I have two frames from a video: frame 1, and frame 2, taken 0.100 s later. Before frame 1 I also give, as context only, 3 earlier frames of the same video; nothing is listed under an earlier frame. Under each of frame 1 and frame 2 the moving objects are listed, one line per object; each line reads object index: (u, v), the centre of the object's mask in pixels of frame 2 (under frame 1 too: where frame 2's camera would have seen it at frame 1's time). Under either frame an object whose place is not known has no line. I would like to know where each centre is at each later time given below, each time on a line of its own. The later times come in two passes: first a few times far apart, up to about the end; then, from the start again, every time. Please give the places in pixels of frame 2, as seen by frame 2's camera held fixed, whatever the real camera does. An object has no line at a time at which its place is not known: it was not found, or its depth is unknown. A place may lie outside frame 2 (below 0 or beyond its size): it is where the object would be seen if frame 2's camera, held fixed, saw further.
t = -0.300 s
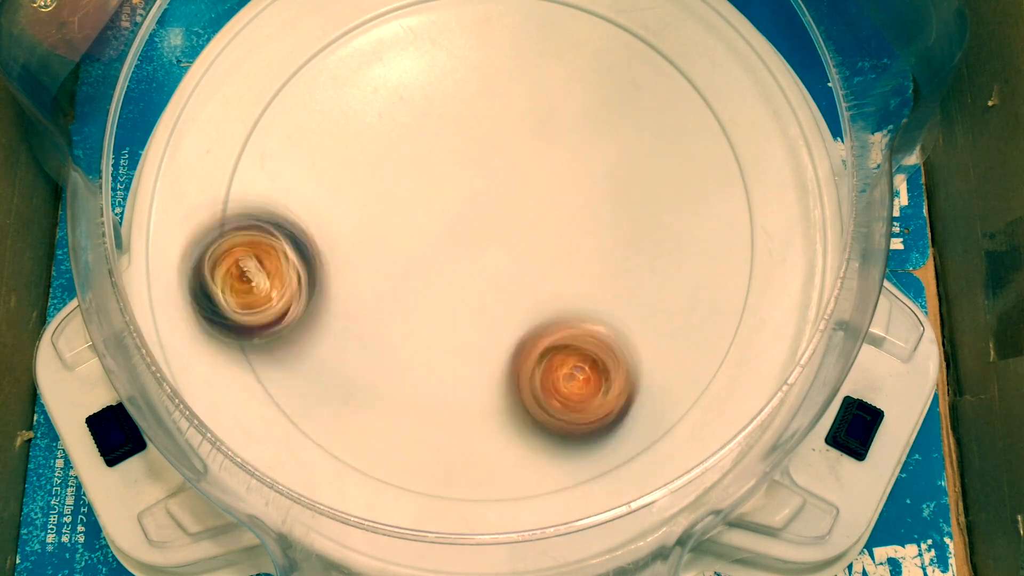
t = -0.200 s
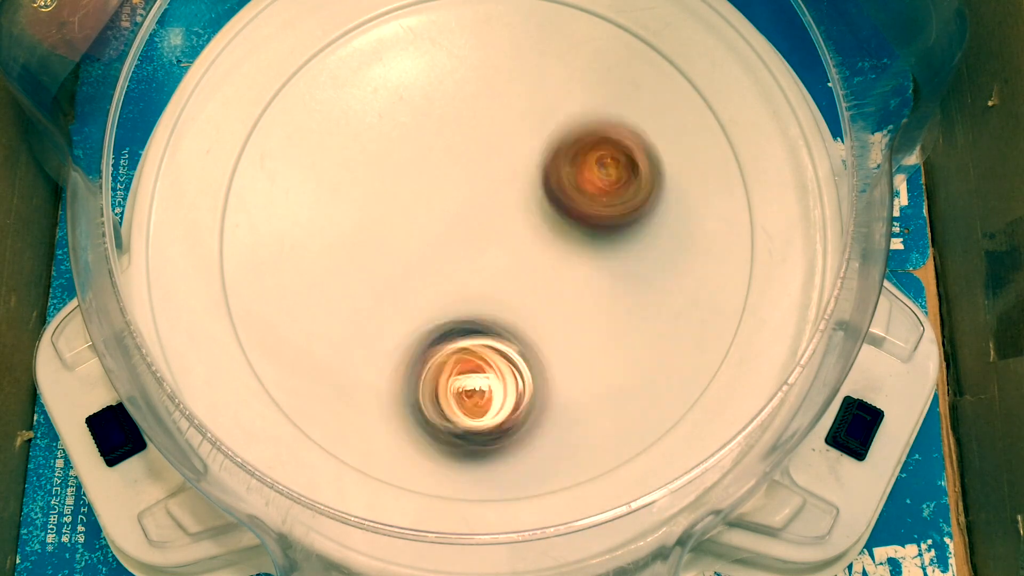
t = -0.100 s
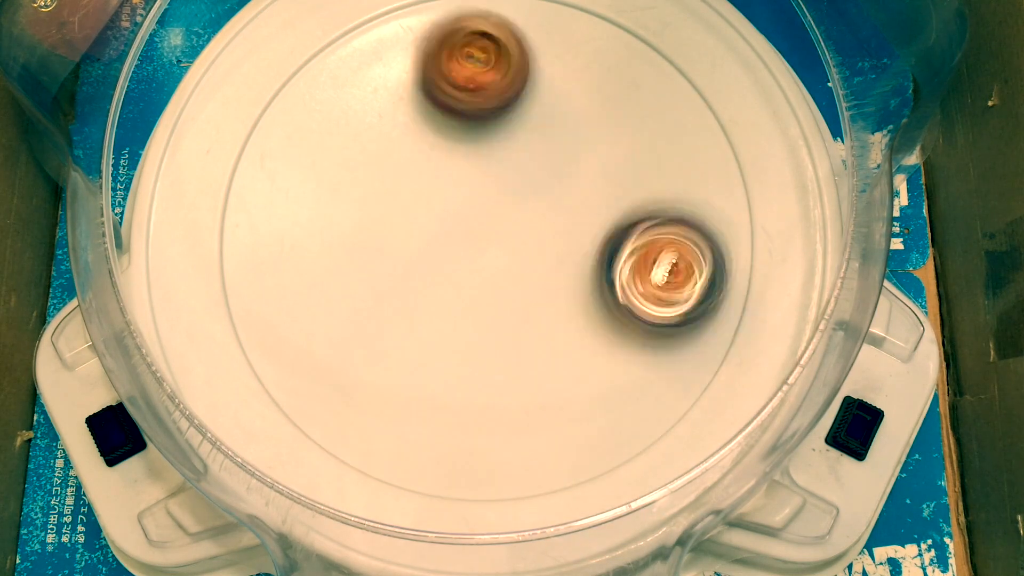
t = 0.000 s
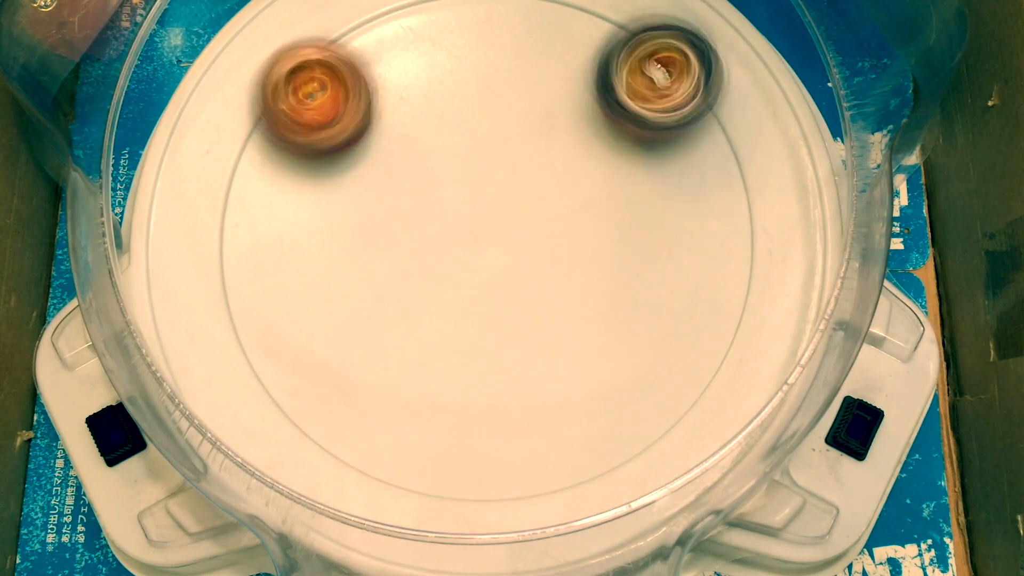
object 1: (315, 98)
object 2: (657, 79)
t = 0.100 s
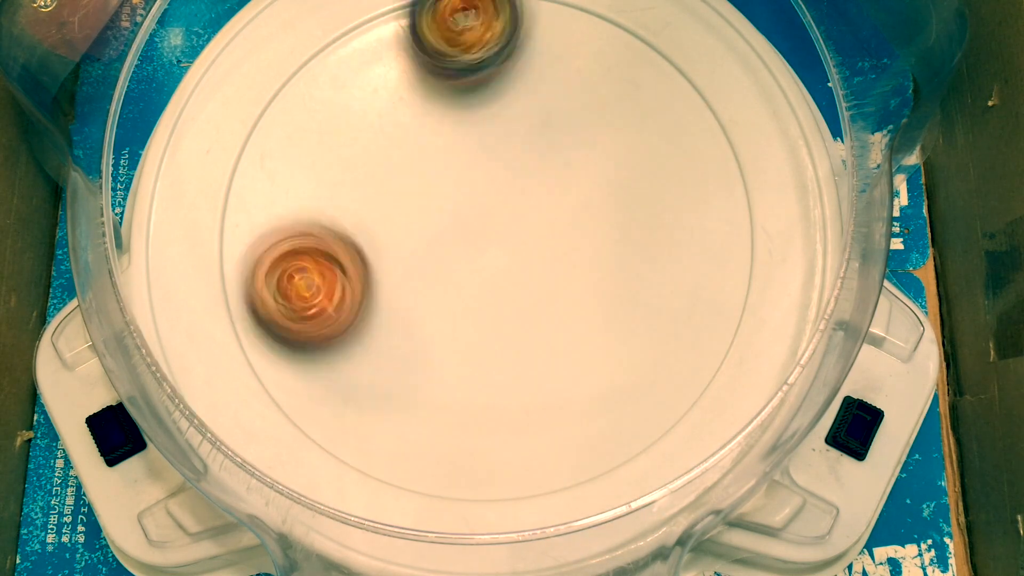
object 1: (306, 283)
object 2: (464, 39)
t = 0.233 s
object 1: (578, 330)
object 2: (315, 264)
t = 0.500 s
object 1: (459, 72)
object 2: (664, 242)
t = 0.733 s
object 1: (466, 413)
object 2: (283, 127)
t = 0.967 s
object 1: (546, 125)
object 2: (564, 338)
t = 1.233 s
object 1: (328, 317)
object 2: (439, 53)
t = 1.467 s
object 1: (628, 155)
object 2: (461, 423)
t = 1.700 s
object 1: (359, 195)
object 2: (568, 128)
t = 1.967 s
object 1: (631, 306)
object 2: (309, 313)
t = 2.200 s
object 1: (366, 130)
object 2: (657, 192)
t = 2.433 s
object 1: (485, 343)
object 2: (366, 160)
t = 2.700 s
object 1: (504, 69)
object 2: (600, 356)
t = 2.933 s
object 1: (431, 349)
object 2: (422, 75)
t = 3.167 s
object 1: (592, 191)
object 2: (431, 339)
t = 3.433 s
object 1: (318, 253)
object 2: (590, 102)
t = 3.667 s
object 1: (595, 223)
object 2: (330, 301)
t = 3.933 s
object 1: (390, 198)
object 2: (588, 201)
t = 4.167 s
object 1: (573, 334)
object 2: (346, 136)
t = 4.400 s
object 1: (426, 131)
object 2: (575, 344)
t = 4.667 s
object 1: (494, 308)
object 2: (444, 130)
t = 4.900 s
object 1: (541, 113)
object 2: (404, 350)
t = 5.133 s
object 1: (396, 292)
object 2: (593, 150)
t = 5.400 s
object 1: (517, 348)
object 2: (454, 88)
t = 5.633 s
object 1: (557, 220)
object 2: (382, 236)
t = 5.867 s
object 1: (461, 130)
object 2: (459, 367)
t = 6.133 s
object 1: (354, 197)
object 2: (595, 291)
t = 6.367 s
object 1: (448, 293)
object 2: (524, 152)
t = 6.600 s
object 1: (576, 258)
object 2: (387, 120)
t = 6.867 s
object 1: (561, 151)
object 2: (352, 261)
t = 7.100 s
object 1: (433, 181)
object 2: (506, 309)
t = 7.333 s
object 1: (393, 293)
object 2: (627, 232)
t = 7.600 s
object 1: (498, 323)
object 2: (526, 127)
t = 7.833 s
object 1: (536, 205)
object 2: (393, 201)
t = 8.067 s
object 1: (465, 126)
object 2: (364, 327)
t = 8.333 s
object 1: (393, 202)
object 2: (520, 311)
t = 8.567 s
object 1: (372, 258)
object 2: (622, 200)
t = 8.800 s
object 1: (371, 274)
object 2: (625, 111)
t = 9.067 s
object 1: (422, 260)
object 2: (502, 149)
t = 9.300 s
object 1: (330, 318)
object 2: (534, 185)
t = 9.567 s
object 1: (382, 268)
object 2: (540, 229)
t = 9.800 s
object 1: (449, 127)
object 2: (562, 301)
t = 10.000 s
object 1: (457, 88)
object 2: (529, 324)
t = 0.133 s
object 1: (368, 334)
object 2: (399, 64)
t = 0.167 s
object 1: (442, 354)
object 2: (349, 122)
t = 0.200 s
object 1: (517, 353)
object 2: (321, 190)
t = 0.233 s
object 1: (578, 330)
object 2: (315, 264)
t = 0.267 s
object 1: (624, 293)
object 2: (334, 336)
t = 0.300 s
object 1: (654, 248)
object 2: (374, 395)
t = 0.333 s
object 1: (664, 198)
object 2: (435, 436)
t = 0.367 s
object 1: (657, 148)
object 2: (509, 448)
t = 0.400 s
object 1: (632, 101)
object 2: (585, 427)
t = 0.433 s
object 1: (587, 67)
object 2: (640, 380)
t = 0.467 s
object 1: (525, 55)
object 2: (667, 313)
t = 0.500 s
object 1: (459, 72)
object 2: (664, 242)
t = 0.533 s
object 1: (402, 114)
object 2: (636, 177)
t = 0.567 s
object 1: (360, 176)
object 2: (587, 127)
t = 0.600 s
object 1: (341, 241)
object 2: (531, 93)
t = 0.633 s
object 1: (347, 303)
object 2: (468, 70)
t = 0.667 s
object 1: (372, 352)
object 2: (403, 71)
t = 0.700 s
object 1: (414, 390)
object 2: (338, 89)
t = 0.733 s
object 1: (466, 413)
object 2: (283, 127)
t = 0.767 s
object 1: (525, 415)
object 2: (249, 185)
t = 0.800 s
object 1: (580, 391)
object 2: (249, 254)
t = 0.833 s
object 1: (622, 343)
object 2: (285, 316)
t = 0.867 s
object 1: (639, 283)
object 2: (348, 360)
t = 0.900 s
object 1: (628, 220)
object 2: (424, 377)
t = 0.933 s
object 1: (594, 165)
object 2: (498, 371)
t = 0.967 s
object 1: (546, 125)
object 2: (564, 338)
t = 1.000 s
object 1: (491, 99)
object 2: (616, 293)
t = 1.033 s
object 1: (435, 91)
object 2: (648, 241)
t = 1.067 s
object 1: (385, 99)
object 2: (661, 183)
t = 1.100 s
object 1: (339, 121)
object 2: (652, 121)
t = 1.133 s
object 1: (303, 156)
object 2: (620, 72)
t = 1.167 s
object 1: (282, 206)
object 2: (569, 41)
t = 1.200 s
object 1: (289, 265)
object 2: (505, 41)
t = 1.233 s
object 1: (328, 317)
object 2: (439, 53)
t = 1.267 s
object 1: (391, 348)
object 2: (387, 94)
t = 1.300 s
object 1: (461, 353)
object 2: (350, 152)
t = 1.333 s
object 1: (526, 334)
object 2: (332, 216)
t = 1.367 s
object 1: (578, 298)
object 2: (336, 281)
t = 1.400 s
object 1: (614, 252)
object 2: (361, 343)
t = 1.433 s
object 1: (631, 203)
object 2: (405, 393)
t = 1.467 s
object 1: (628, 155)
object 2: (461, 423)
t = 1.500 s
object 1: (609, 113)
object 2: (528, 429)
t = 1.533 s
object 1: (577, 79)
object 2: (594, 401)
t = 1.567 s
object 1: (531, 58)
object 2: (637, 349)
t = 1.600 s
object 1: (475, 59)
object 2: (653, 290)
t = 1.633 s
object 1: (423, 87)
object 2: (644, 227)
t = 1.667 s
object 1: (382, 135)
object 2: (614, 170)
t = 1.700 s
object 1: (359, 195)
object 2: (568, 128)
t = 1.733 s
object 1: (357, 256)
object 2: (514, 97)
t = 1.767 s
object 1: (377, 311)
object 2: (458, 81)
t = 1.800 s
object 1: (412, 354)
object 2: (398, 83)
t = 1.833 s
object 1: (456, 381)
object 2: (339, 101)
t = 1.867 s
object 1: (507, 390)
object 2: (293, 140)
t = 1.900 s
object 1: (556, 380)
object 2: (266, 190)
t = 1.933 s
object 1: (600, 352)
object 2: (271, 257)
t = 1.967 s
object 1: (631, 306)
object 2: (309, 313)
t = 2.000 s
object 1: (635, 249)
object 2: (367, 348)
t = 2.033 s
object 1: (612, 194)
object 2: (434, 363)
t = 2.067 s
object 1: (572, 152)
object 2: (500, 355)
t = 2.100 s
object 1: (521, 123)
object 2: (558, 329)
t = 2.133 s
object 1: (467, 111)
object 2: (609, 291)
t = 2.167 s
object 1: (413, 114)
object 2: (643, 244)
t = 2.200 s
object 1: (366, 130)
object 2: (657, 192)
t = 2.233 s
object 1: (329, 160)
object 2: (650, 136)
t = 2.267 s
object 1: (305, 199)
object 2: (621, 89)
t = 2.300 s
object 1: (298, 248)
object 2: (571, 58)
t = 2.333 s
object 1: (318, 296)
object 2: (513, 56)
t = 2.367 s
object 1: (364, 334)
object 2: (454, 71)
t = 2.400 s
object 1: (425, 348)
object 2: (401, 111)
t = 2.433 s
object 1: (485, 343)
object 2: (366, 160)
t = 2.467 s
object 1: (540, 316)
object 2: (344, 214)
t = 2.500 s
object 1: (580, 275)
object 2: (342, 275)
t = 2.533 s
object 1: (603, 231)
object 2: (354, 327)
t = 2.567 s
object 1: (612, 186)
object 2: (386, 377)
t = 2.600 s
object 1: (604, 143)
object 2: (436, 410)
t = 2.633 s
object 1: (584, 108)
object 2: (497, 421)
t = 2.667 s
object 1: (551, 80)
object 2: (558, 398)
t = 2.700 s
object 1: (504, 69)
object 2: (600, 356)
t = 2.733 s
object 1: (456, 79)
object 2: (620, 297)
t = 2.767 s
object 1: (413, 109)
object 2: (619, 241)
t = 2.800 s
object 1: (381, 159)
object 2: (600, 186)
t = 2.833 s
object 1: (368, 216)
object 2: (567, 142)
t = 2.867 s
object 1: (374, 265)
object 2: (523, 105)
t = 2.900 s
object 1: (397, 313)
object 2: (476, 83)
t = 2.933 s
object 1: (431, 349)
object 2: (422, 75)
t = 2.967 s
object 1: (469, 368)
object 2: (370, 83)
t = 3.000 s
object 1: (516, 374)
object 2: (322, 115)
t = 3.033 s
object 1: (561, 361)
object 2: (296, 164)
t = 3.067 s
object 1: (599, 331)
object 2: (296, 220)
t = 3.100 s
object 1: (619, 285)
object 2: (325, 275)
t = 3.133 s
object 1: (615, 236)
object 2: (374, 315)
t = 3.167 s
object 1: (592, 191)
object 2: (431, 339)
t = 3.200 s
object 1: (553, 156)
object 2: (489, 344)
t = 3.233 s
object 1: (509, 132)
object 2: (547, 334)
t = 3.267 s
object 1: (459, 123)
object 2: (595, 312)
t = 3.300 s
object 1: (415, 126)
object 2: (637, 276)
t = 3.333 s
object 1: (372, 141)
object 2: (660, 230)
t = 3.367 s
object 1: (340, 168)
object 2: (657, 178)
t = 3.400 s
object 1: (317, 208)
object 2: (633, 134)
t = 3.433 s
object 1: (318, 253)
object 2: (590, 102)
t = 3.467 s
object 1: (342, 294)
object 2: (533, 90)
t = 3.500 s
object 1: (389, 323)
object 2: (477, 98)
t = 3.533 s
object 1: (442, 330)
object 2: (425, 123)
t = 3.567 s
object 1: (498, 321)
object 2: (384, 158)
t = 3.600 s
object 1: (540, 295)
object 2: (350, 203)
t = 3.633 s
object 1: (576, 261)
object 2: (333, 249)
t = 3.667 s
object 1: (595, 223)
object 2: (330, 301)
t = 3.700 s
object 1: (602, 183)
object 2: (348, 348)
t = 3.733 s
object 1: (593, 146)
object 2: (390, 387)
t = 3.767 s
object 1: (570, 112)
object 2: (447, 398)
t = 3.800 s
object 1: (535, 92)
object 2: (502, 385)
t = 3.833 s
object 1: (487, 90)
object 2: (549, 349)
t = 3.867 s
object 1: (444, 112)
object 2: (576, 300)
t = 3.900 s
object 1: (408, 150)
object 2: (588, 249)
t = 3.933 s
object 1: (390, 198)
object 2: (588, 201)
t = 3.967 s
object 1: (385, 246)
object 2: (573, 152)
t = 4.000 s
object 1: (399, 289)
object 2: (548, 112)
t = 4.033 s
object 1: (420, 328)
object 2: (514, 81)
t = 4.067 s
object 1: (453, 352)
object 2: (467, 62)
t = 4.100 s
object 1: (494, 365)
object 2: (420, 64)
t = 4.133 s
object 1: (534, 358)
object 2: (375, 92)
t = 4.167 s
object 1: (573, 334)
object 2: (346, 136)
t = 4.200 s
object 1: (593, 295)
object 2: (340, 193)
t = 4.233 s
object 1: (594, 247)
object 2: (355, 244)
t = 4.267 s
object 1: (578, 206)
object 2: (387, 287)
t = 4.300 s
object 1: (548, 172)
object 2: (429, 322)
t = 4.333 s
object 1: (508, 145)
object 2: (473, 345)
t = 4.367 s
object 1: (467, 132)
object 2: (524, 352)
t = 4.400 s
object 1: (426, 131)
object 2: (575, 344)
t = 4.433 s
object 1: (386, 141)
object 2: (618, 324)
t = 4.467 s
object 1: (354, 165)
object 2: (646, 280)
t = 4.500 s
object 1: (333, 197)
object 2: (650, 234)
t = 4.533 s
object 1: (333, 235)
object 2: (629, 191)
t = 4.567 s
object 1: (357, 276)
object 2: (590, 156)
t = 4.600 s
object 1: (396, 303)
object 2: (542, 134)
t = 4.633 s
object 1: (446, 313)
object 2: (493, 127)
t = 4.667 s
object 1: (494, 308)
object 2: (444, 130)
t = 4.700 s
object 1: (535, 291)
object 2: (396, 146)
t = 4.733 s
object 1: (567, 262)
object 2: (356, 169)
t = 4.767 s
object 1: (591, 230)
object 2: (323, 206)
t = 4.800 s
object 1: (600, 197)
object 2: (308, 249)
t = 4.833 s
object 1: (592, 162)
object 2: (316, 293)
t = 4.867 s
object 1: (574, 131)
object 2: (355, 332)
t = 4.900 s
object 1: (541, 113)
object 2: (404, 350)
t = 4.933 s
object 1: (501, 111)
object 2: (458, 344)
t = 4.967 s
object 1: (459, 127)
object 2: (506, 323)
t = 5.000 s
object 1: (426, 154)
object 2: (545, 292)
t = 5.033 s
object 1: (402, 194)
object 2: (573, 255)
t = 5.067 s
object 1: (390, 235)
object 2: (589, 214)
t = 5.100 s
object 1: (391, 273)
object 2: (596, 169)
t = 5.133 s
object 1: (396, 292)
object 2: (593, 150)
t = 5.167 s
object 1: (406, 310)
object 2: (586, 128)
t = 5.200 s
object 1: (413, 325)
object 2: (574, 109)
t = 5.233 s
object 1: (427, 339)
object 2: (563, 92)
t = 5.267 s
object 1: (443, 348)
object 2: (545, 81)
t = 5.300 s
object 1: (459, 356)
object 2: (523, 73)
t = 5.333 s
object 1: (481, 357)
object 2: (499, 70)
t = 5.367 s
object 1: (499, 353)
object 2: (475, 76)
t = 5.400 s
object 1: (517, 348)
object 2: (454, 88)
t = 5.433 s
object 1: (535, 336)
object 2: (432, 102)
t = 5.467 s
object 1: (546, 320)
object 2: (415, 122)
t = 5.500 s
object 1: (559, 302)
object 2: (404, 143)
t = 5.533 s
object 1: (565, 282)
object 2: (392, 166)
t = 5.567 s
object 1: (566, 264)
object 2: (386, 188)
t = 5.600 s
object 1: (564, 241)
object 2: (383, 210)
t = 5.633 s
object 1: (557, 220)
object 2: (382, 236)
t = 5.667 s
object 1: (551, 201)
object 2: (385, 258)
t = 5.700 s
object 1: (539, 184)
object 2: (390, 279)
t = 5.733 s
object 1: (525, 170)
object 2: (398, 300)
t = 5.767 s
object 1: (511, 155)
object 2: (410, 322)
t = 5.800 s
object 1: (494, 144)
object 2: (421, 341)
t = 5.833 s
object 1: (479, 137)
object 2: (440, 358)
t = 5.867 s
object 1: (461, 130)
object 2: (459, 367)
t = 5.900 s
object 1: (443, 129)
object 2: (480, 379)
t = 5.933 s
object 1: (426, 127)
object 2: (503, 381)
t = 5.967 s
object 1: (408, 131)
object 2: (526, 375)
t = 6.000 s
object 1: (393, 140)
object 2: (549, 368)
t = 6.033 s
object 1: (378, 148)
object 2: (570, 352)
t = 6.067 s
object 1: (366, 163)
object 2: (585, 336)
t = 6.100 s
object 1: (359, 176)
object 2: (594, 312)
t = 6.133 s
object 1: (354, 197)
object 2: (595, 291)
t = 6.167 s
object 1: (356, 218)
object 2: (597, 263)
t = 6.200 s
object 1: (362, 234)
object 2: (592, 237)
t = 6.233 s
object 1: (375, 251)
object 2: (585, 222)
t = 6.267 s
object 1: (392, 266)
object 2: (573, 202)
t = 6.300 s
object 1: (409, 280)
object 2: (557, 186)
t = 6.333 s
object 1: (429, 290)
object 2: (542, 168)
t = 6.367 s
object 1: (448, 293)
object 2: (524, 152)
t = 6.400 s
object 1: (472, 298)
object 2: (510, 142)
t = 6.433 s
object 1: (493, 296)
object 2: (489, 132)
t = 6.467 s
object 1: (512, 294)
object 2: (470, 126)
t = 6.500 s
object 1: (532, 289)
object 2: (449, 119)
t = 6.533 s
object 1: (547, 281)
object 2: (427, 117)
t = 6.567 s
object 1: (565, 271)
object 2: (409, 115)
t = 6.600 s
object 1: (576, 258)
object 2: (387, 120)
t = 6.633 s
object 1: (589, 246)
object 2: (369, 128)
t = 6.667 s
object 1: (597, 231)
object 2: (349, 138)
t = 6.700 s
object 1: (599, 218)
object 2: (335, 155)
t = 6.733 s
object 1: (599, 201)
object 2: (327, 173)
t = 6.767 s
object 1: (593, 185)
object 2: (323, 197)
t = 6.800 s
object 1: (587, 171)
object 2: (327, 219)
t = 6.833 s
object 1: (575, 158)
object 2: (337, 242)
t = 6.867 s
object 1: (561, 151)
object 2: (352, 261)
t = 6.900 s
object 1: (542, 144)
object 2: (371, 276)
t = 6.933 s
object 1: (522, 143)
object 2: (390, 290)
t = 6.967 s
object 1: (503, 143)
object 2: (413, 299)
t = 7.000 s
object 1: (482, 148)
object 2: (436, 306)
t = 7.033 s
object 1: (466, 156)
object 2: (463, 310)
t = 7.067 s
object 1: (447, 168)
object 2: (485, 310)
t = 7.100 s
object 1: (433, 181)
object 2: (506, 309)
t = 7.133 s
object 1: (418, 195)
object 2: (530, 305)
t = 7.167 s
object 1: (407, 211)
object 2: (547, 299)
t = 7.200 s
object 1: (399, 225)
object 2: (568, 290)
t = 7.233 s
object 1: (393, 242)
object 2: (584, 279)
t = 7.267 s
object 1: (392, 258)
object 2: (603, 266)
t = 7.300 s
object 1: (389, 276)
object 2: (618, 248)
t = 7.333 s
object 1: (393, 293)
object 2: (627, 232)
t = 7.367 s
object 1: (398, 305)
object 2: (631, 211)
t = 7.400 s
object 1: (407, 320)
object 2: (628, 195)
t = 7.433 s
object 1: (419, 328)
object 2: (621, 174)
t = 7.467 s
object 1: (434, 338)
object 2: (608, 158)
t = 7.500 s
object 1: (451, 339)
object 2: (592, 139)
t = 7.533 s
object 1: (467, 339)
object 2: (570, 132)
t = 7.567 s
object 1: (486, 332)
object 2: (551, 128)
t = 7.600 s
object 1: (498, 323)
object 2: (526, 127)
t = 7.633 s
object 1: (514, 309)
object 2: (505, 132)
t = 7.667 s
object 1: (523, 293)
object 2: (481, 138)
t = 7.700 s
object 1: (533, 276)
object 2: (460, 148)
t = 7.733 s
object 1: (536, 257)
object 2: (442, 159)
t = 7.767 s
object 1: (540, 240)
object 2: (423, 172)
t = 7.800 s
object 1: (539, 220)
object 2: (409, 185)
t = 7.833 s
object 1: (536, 205)
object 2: (393, 201)
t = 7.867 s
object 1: (530, 188)
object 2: (382, 217)
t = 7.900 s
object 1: (523, 174)
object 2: (370, 232)
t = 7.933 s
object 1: (514, 160)
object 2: (362, 250)
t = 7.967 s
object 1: (503, 149)
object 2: (357, 270)
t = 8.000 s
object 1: (492, 138)
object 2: (355, 289)
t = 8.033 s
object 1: (478, 131)
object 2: (358, 307)
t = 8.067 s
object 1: (465, 126)
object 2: (364, 327)
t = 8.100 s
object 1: (449, 124)
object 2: (379, 341)
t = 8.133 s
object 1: (437, 126)
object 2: (395, 355)
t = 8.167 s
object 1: (421, 131)
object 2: (420, 360)
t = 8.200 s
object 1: (411, 141)
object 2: (442, 361)
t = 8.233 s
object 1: (400, 153)
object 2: (467, 356)
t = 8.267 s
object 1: (395, 169)
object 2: (487, 343)
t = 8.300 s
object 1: (390, 184)
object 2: (505, 329)
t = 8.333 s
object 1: (393, 202)
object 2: (520, 311)
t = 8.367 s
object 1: (397, 216)
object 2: (532, 295)
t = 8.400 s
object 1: (406, 233)
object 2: (541, 275)
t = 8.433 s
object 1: (415, 246)
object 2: (547, 257)
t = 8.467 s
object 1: (407, 251)
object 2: (573, 241)
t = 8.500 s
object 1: (391, 253)
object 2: (595, 227)
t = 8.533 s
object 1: (382, 257)
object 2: (613, 213)
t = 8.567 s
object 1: (372, 258)
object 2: (622, 200)
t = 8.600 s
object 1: (367, 262)
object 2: (632, 185)
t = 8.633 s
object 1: (359, 265)
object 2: (636, 173)
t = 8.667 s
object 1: (358, 270)
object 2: (641, 159)
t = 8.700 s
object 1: (356, 275)
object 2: (641, 147)
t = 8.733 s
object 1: (359, 276)
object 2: (641, 134)
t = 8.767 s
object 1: (363, 276)
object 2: (635, 124)
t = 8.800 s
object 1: (371, 274)
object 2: (625, 111)
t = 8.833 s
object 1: (382, 273)
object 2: (610, 104)
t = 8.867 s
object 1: (388, 271)
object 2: (590, 100)
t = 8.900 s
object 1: (403, 265)
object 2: (568, 106)
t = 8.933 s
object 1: (412, 261)
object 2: (546, 113)
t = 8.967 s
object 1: (425, 252)
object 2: (526, 127)
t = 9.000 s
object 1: (434, 247)
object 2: (508, 141)
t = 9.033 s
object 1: (425, 250)
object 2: (505, 146)
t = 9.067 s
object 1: (422, 260)
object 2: (502, 149)
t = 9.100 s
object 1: (413, 266)
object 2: (497, 161)
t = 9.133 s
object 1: (401, 274)
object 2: (494, 170)
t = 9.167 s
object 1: (376, 291)
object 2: (505, 171)
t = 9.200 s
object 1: (356, 308)
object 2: (512, 174)
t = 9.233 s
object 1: (342, 312)
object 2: (519, 177)
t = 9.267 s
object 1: (335, 316)
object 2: (527, 183)
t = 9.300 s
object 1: (330, 318)
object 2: (534, 185)
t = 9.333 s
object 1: (323, 315)
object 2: (537, 191)
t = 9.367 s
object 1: (329, 311)
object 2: (538, 195)
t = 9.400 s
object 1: (334, 308)
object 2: (541, 200)
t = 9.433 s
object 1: (339, 304)
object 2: (540, 208)
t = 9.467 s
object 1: (348, 291)
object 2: (544, 212)
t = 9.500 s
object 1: (361, 287)
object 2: (542, 217)
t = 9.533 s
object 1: (371, 280)
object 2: (541, 222)
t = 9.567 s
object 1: (382, 268)
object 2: (540, 229)
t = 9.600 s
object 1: (399, 254)
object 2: (535, 238)
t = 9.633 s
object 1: (416, 245)
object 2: (537, 243)
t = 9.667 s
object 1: (427, 225)
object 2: (541, 261)
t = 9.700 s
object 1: (432, 196)
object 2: (550, 277)
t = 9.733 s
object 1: (435, 172)
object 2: (560, 290)
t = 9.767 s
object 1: (440, 147)
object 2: (564, 302)
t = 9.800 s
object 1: (449, 127)
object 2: (562, 301)
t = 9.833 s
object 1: (452, 109)
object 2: (563, 307)
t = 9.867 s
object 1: (453, 96)
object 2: (563, 311)
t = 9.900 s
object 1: (453, 86)
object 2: (556, 314)
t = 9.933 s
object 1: (453, 82)
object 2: (553, 317)
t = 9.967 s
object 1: (455, 83)
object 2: (545, 320)
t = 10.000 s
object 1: (457, 88)
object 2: (529, 324)
